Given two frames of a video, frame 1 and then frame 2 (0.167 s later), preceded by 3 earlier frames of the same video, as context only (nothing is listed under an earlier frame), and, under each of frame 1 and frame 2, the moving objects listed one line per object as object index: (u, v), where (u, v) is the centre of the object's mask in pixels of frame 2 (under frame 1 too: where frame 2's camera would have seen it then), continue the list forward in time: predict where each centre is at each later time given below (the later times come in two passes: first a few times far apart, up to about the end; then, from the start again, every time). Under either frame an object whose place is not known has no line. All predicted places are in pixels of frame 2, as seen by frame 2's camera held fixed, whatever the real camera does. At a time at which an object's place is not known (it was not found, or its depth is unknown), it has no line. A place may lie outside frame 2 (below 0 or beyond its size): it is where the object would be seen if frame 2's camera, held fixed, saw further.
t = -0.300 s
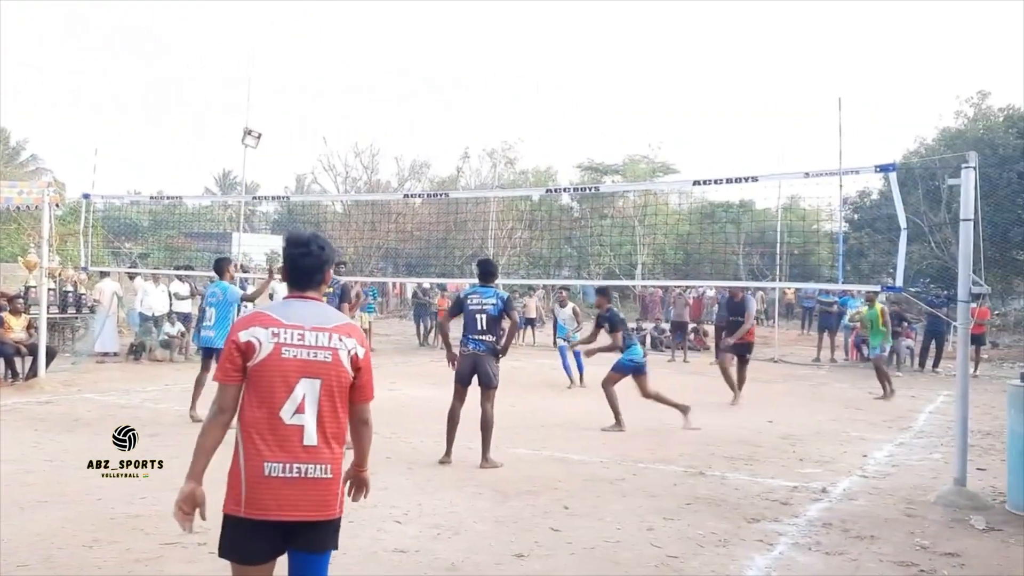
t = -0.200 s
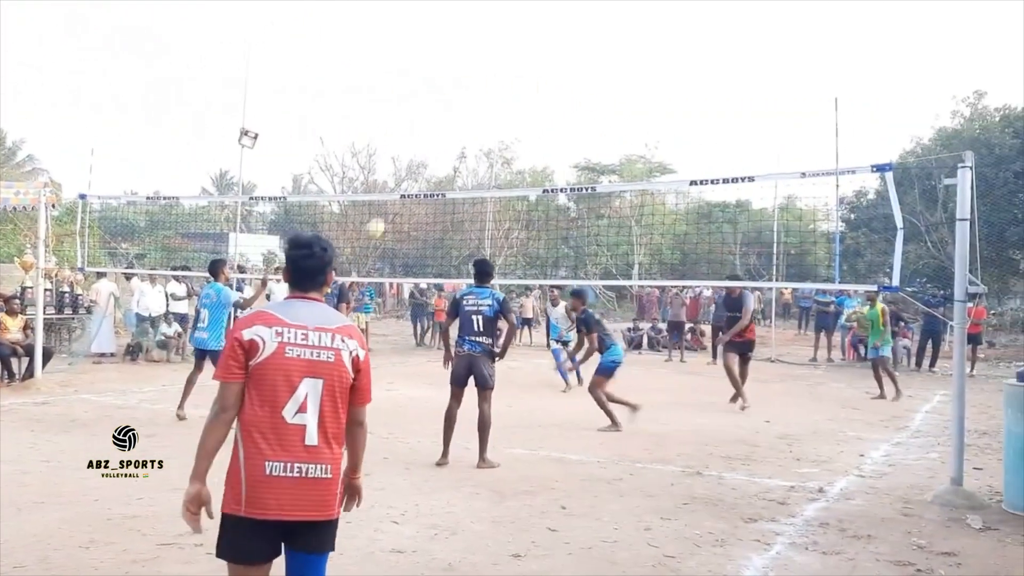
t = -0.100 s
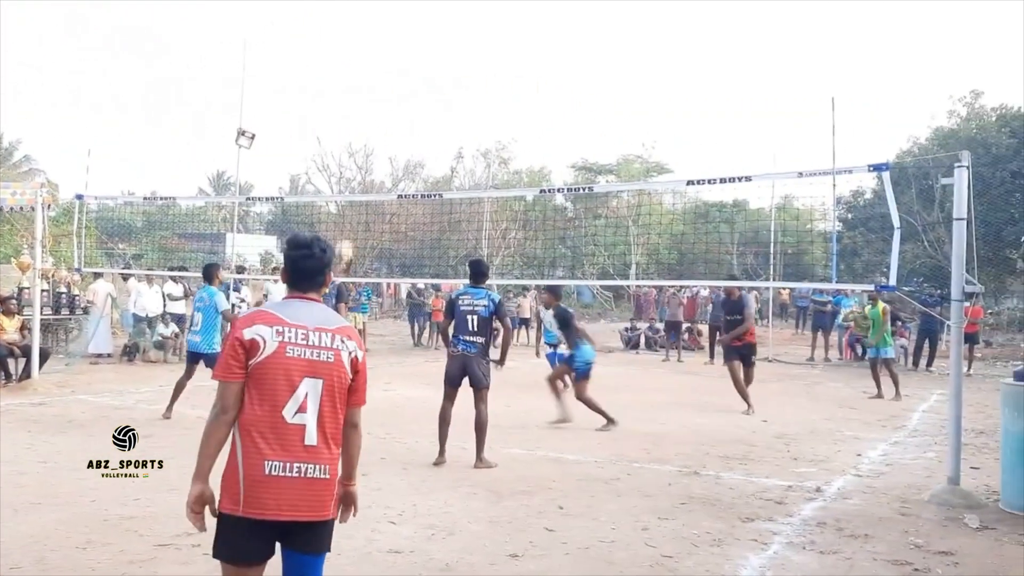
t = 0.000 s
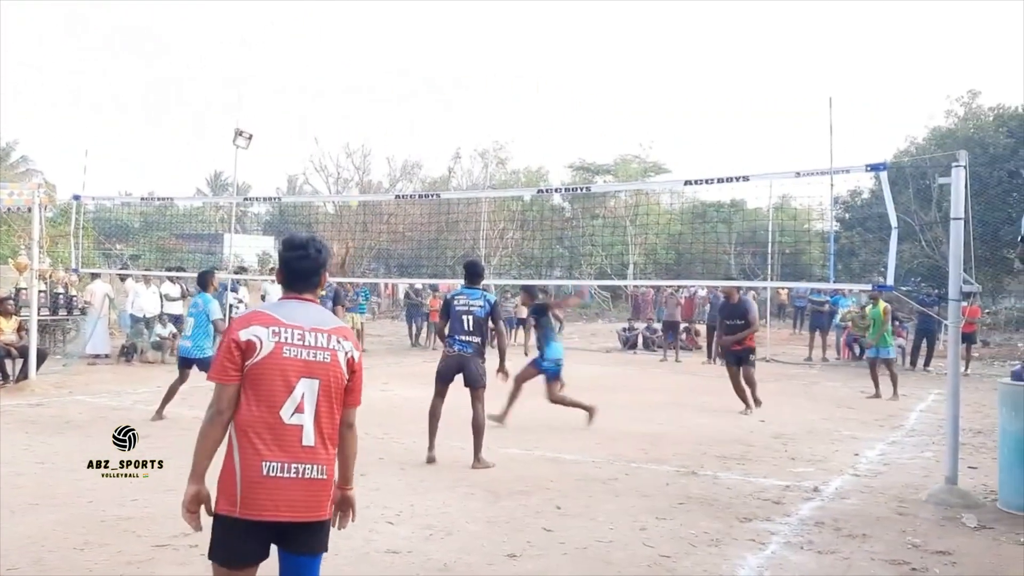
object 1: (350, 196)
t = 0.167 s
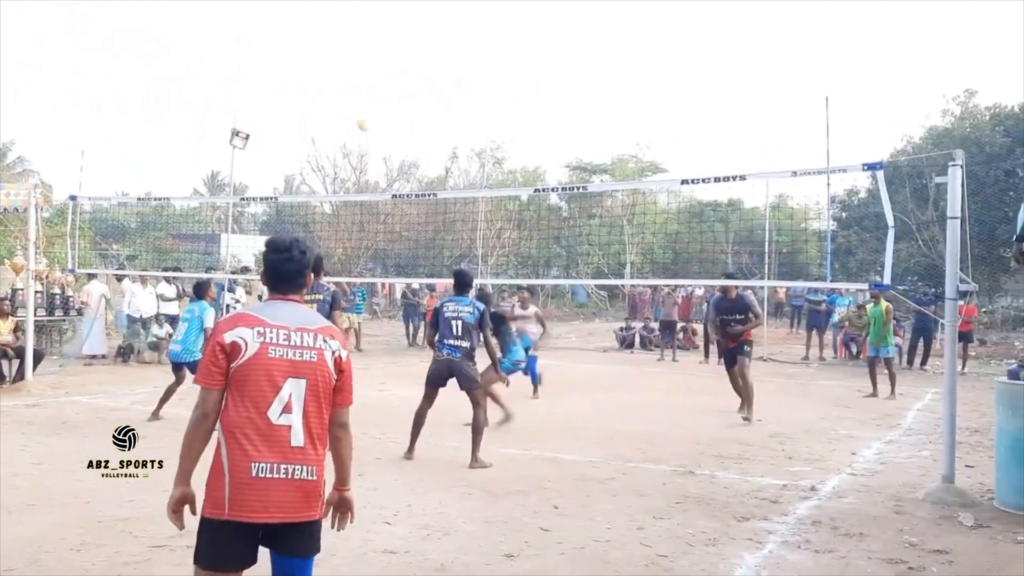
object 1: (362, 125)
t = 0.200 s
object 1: (365, 113)
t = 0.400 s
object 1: (388, 59)
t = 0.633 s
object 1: (412, 35)
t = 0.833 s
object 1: (432, 49)
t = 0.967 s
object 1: (444, 77)
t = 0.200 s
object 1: (365, 113)
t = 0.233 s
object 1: (369, 102)
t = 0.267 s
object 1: (373, 91)
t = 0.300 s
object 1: (377, 83)
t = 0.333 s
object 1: (380, 73)
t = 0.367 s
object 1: (384, 66)
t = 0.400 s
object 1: (388, 59)
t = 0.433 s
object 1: (391, 53)
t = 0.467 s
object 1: (394, 48)
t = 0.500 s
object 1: (398, 43)
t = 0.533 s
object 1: (401, 40)
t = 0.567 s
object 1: (405, 37)
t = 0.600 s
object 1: (408, 36)
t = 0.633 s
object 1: (412, 35)
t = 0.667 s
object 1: (415, 35)
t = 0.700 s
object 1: (419, 36)
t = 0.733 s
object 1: (422, 38)
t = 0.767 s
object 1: (425, 41)
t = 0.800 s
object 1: (429, 45)
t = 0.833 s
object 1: (432, 49)
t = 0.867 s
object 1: (435, 55)
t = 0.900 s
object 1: (438, 61)
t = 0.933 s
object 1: (441, 69)
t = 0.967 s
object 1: (444, 77)
